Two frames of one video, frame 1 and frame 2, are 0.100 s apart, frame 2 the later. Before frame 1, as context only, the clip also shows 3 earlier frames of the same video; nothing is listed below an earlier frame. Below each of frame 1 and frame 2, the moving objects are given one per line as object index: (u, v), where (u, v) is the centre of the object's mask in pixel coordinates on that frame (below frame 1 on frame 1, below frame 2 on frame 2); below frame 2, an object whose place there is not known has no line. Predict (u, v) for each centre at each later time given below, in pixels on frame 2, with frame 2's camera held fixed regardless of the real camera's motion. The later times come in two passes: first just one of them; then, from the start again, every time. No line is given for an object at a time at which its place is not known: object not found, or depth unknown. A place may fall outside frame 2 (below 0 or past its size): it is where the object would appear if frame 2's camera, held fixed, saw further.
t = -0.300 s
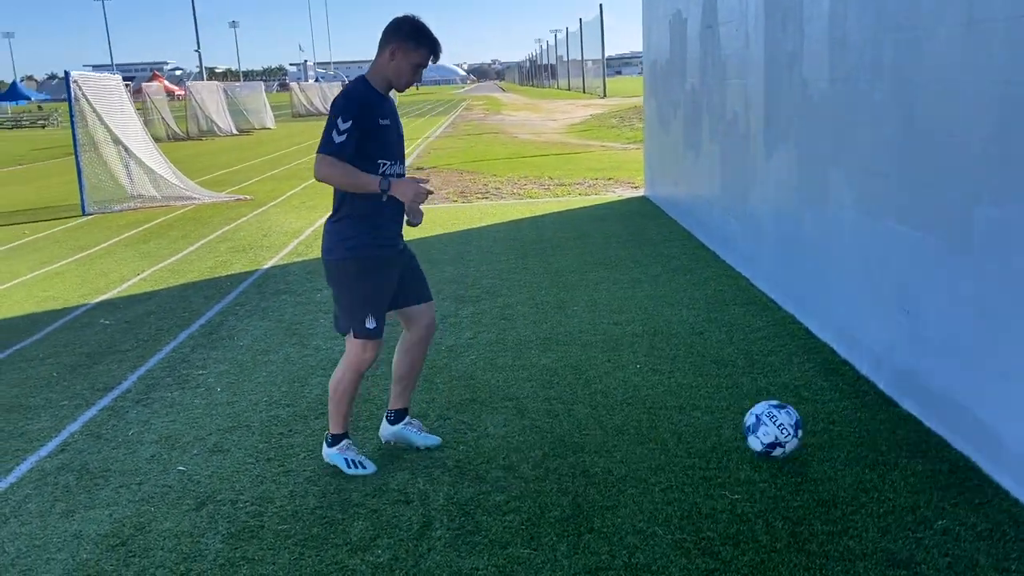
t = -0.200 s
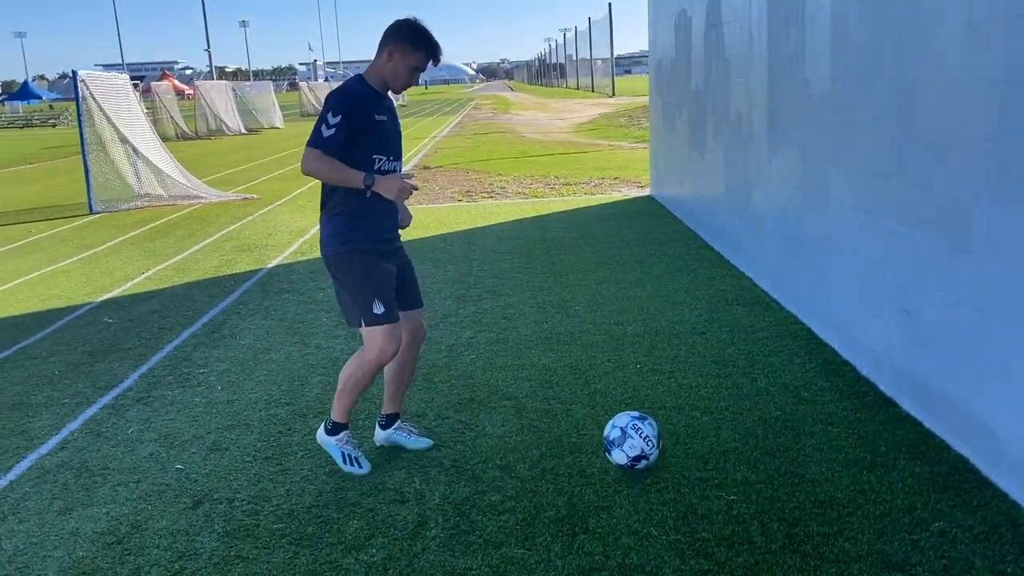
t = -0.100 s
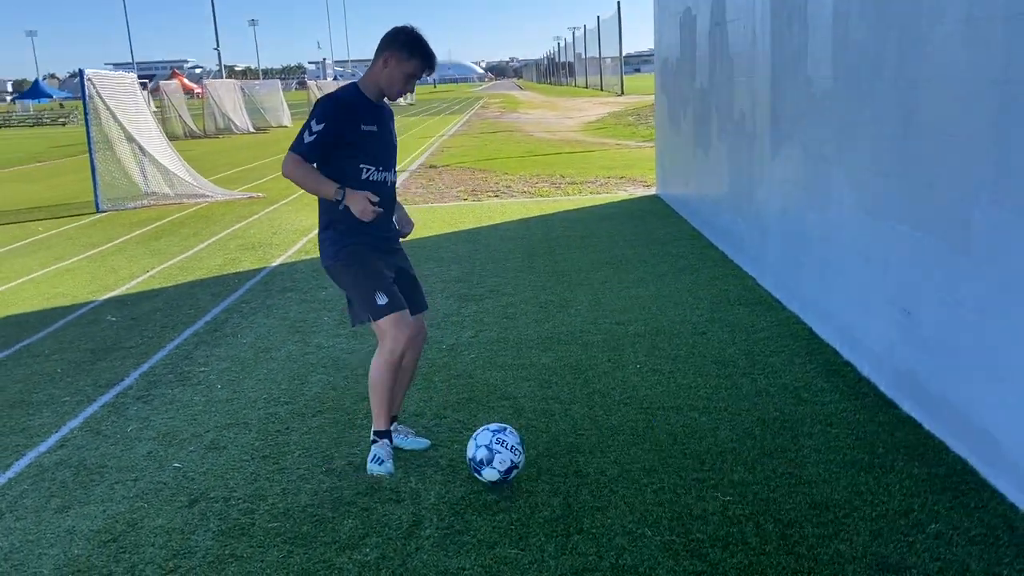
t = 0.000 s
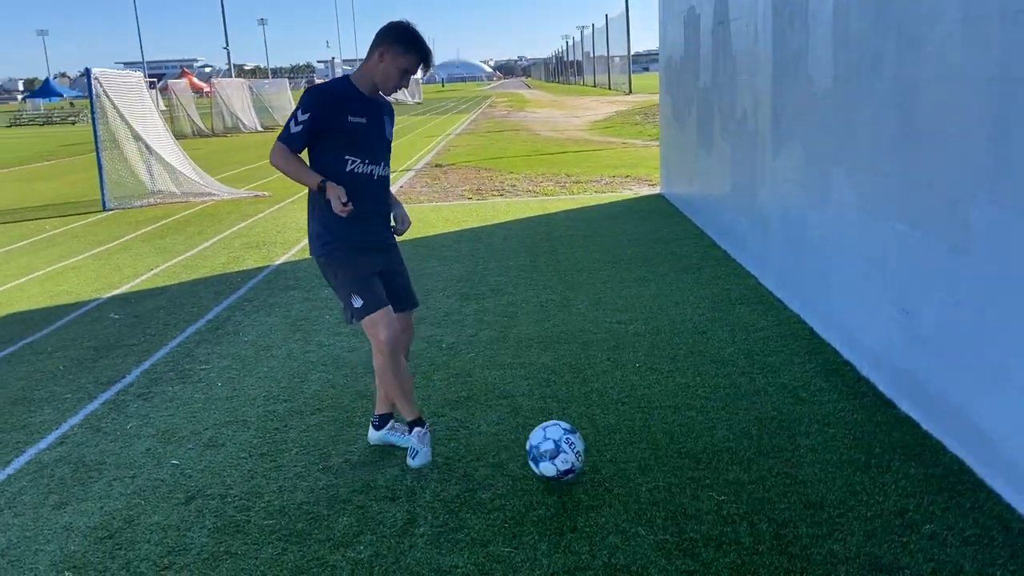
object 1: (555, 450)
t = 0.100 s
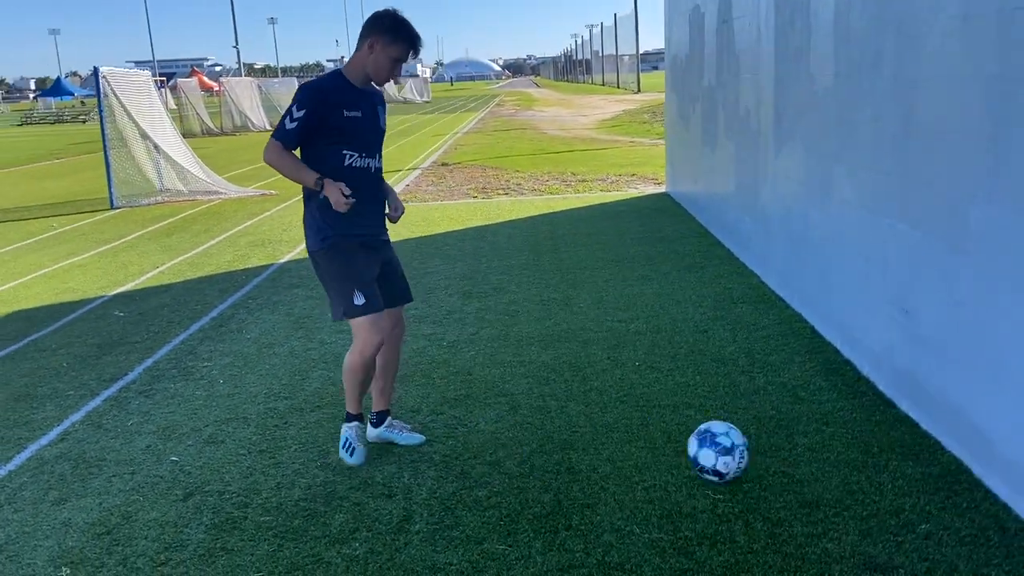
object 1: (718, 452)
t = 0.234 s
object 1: (922, 444)
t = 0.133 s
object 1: (769, 447)
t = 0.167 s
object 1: (820, 443)
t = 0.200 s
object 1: (871, 442)
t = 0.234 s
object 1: (922, 444)
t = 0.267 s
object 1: (930, 445)
